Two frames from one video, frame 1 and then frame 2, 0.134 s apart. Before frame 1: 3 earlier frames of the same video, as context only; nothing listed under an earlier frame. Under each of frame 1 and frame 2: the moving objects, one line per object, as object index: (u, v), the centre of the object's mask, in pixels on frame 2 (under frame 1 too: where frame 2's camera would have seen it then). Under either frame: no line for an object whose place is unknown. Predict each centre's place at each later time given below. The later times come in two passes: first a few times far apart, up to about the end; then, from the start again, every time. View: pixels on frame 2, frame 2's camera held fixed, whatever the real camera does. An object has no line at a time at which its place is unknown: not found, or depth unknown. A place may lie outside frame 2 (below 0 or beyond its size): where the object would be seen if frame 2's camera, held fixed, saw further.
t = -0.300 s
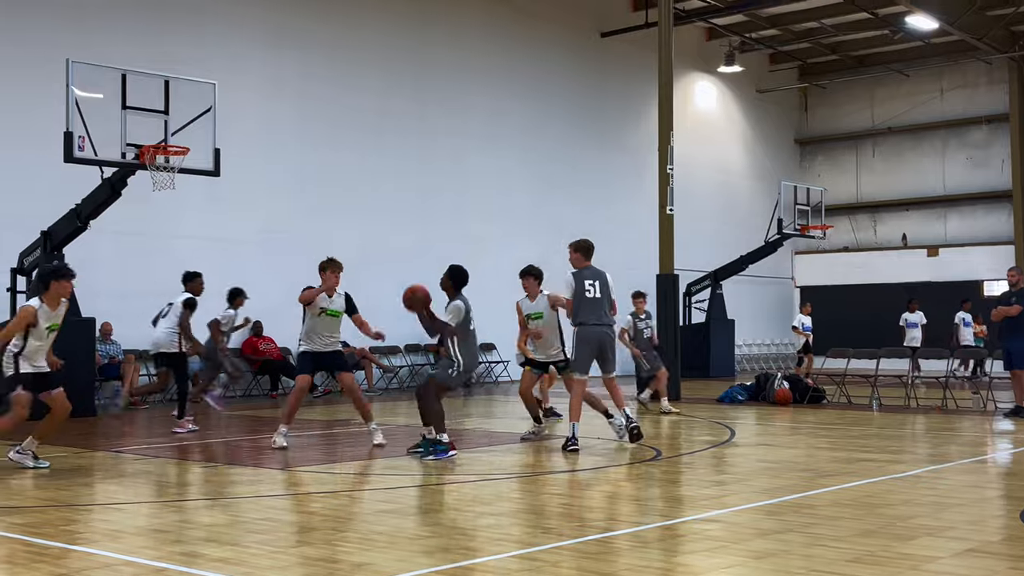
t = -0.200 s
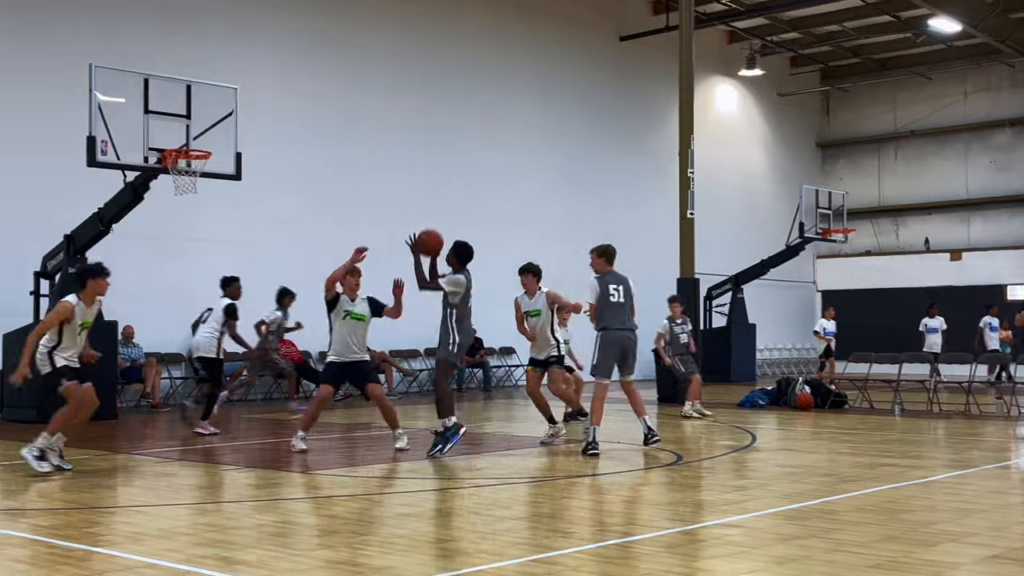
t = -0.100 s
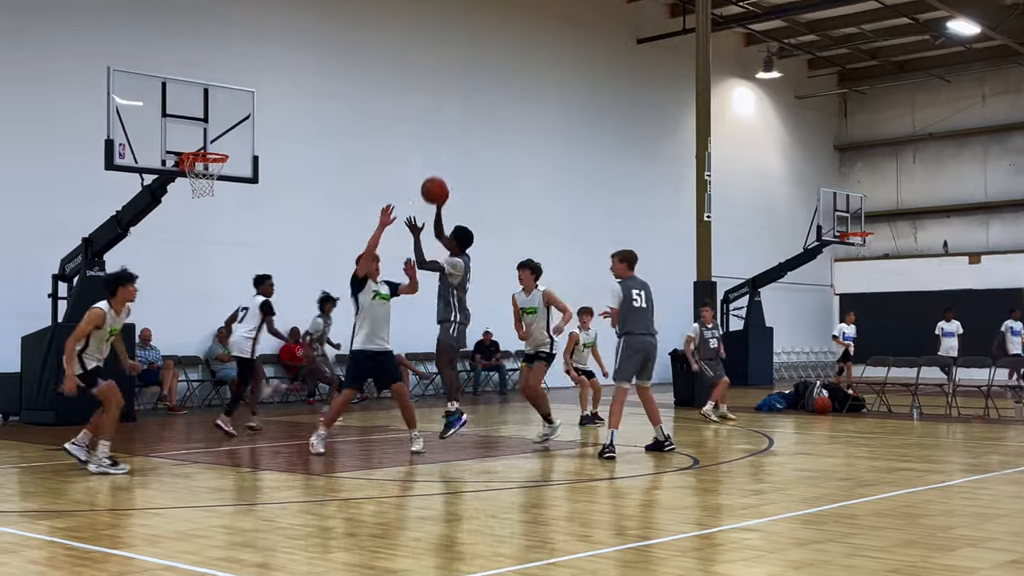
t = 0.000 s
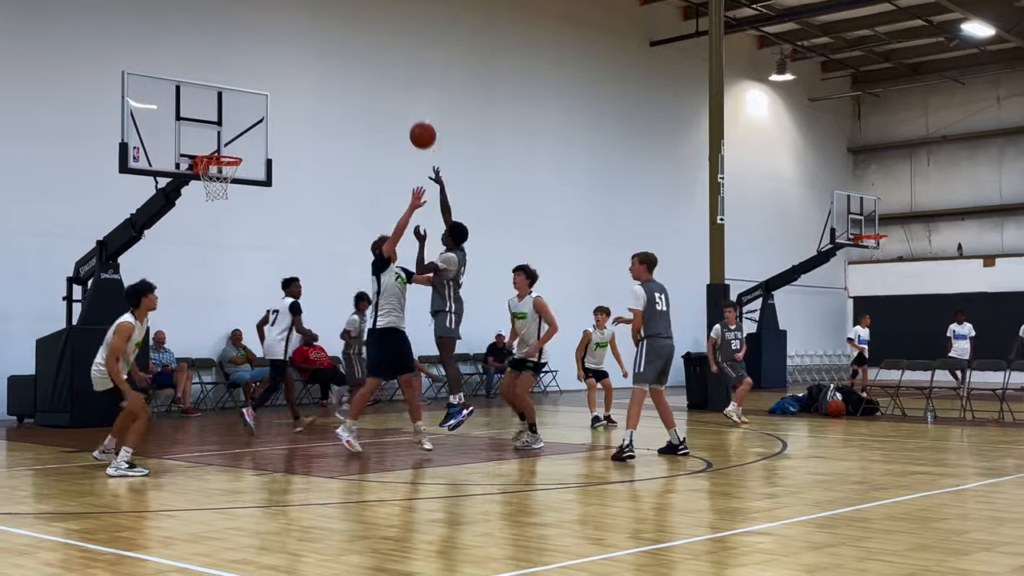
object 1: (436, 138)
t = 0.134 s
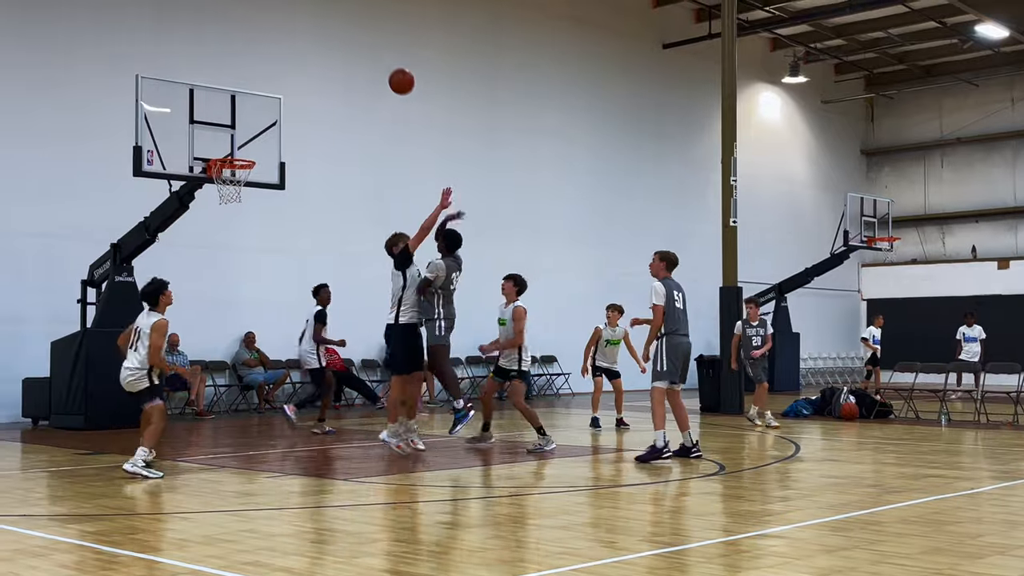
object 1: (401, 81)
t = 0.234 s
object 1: (377, 52)
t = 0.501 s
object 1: (320, 31)
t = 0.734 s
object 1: (276, 66)
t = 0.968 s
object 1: (237, 144)
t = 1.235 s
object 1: (254, 110)
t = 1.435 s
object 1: (276, 110)
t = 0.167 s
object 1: (393, 70)
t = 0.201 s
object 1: (385, 61)
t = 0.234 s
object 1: (377, 52)
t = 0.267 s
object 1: (370, 46)
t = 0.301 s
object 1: (363, 40)
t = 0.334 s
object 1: (355, 36)
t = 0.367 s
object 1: (348, 32)
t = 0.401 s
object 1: (341, 30)
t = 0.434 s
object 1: (334, 29)
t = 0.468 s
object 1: (327, 29)
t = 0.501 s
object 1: (320, 31)
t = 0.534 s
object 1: (314, 33)
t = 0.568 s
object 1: (308, 36)
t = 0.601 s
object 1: (301, 40)
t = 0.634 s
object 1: (295, 45)
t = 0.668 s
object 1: (288, 51)
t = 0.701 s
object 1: (282, 58)
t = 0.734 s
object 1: (276, 66)
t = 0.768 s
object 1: (271, 75)
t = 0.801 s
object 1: (265, 84)
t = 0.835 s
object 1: (259, 95)
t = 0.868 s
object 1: (254, 106)
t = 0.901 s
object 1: (249, 118)
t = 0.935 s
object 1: (244, 130)
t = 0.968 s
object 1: (237, 144)
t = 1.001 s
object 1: (233, 151)
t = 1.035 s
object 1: (232, 143)
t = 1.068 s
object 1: (236, 135)
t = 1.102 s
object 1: (240, 128)
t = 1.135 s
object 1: (243, 122)
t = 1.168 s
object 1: (247, 117)
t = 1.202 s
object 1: (251, 113)
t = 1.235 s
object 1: (254, 110)
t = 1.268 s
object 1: (258, 107)
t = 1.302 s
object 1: (261, 106)
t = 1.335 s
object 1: (265, 106)
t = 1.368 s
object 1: (269, 106)
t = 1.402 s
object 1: (273, 108)
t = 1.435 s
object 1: (276, 110)
